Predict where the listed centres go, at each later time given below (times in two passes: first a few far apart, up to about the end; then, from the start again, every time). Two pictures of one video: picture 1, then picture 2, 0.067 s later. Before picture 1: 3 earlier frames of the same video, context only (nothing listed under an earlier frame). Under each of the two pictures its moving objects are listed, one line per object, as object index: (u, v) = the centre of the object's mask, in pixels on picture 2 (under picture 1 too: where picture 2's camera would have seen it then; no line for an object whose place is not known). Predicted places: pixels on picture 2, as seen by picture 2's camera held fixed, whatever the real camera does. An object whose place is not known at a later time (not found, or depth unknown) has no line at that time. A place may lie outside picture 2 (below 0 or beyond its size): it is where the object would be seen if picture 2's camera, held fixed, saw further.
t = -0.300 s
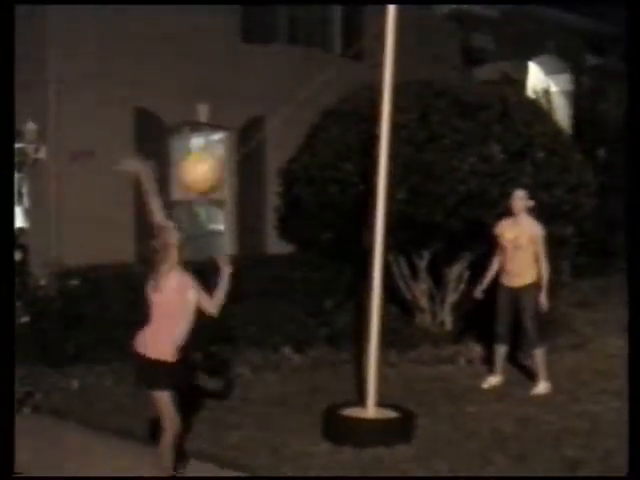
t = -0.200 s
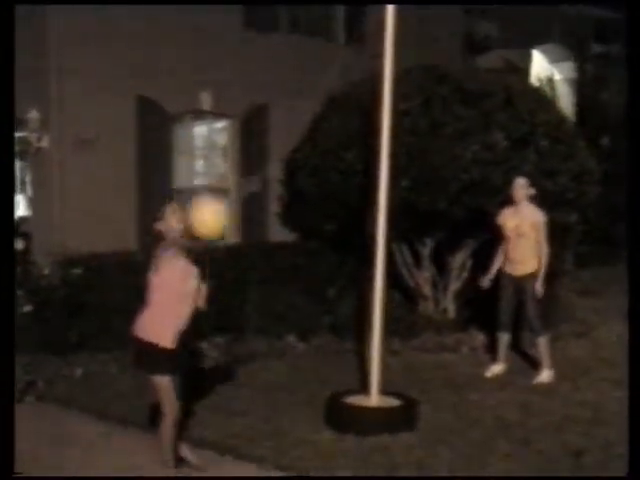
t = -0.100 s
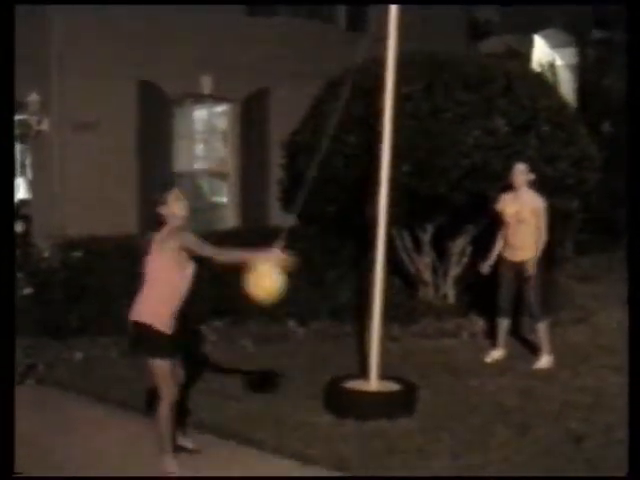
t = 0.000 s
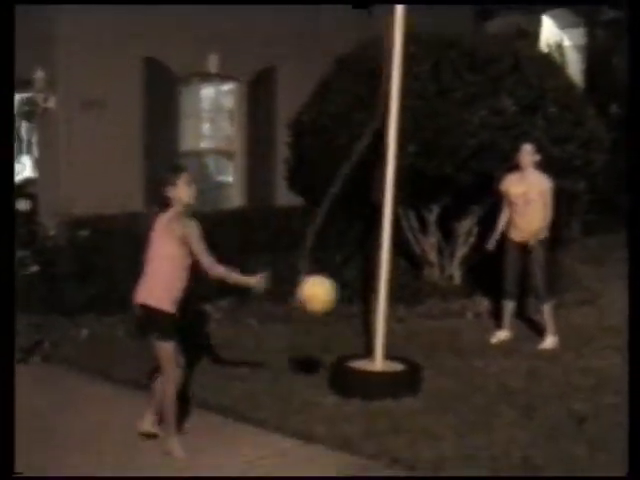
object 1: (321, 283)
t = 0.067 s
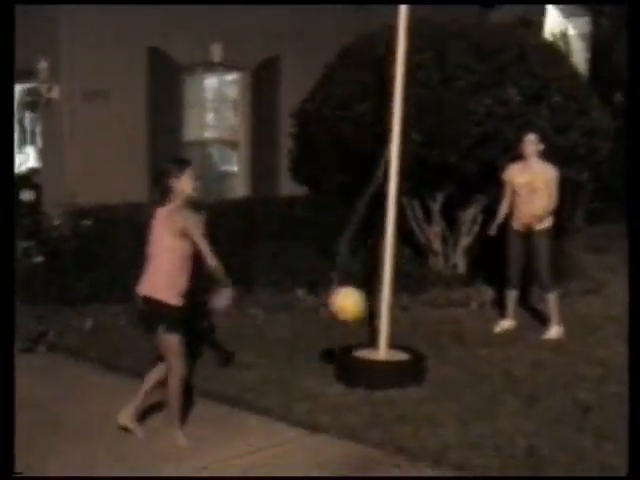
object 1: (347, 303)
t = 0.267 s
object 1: (427, 331)
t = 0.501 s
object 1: (548, 294)
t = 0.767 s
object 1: (620, 245)
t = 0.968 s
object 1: (629, 238)
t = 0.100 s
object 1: (359, 315)
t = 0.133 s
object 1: (369, 327)
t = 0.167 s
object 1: (381, 335)
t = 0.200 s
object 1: (391, 337)
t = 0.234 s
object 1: (407, 337)
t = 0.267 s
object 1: (427, 331)
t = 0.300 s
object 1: (445, 326)
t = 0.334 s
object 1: (465, 322)
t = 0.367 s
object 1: (483, 319)
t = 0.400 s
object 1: (501, 313)
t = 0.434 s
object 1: (518, 308)
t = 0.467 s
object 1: (533, 302)
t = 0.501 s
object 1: (548, 294)
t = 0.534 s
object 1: (561, 286)
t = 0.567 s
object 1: (572, 277)
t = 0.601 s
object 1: (581, 270)
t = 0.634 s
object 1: (590, 263)
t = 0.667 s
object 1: (600, 258)
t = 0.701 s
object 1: (607, 253)
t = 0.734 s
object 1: (614, 249)
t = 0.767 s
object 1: (620, 245)
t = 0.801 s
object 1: (623, 242)
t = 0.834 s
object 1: (625, 239)
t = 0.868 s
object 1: (627, 238)
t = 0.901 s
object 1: (628, 237)
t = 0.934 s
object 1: (630, 238)
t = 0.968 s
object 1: (629, 238)
